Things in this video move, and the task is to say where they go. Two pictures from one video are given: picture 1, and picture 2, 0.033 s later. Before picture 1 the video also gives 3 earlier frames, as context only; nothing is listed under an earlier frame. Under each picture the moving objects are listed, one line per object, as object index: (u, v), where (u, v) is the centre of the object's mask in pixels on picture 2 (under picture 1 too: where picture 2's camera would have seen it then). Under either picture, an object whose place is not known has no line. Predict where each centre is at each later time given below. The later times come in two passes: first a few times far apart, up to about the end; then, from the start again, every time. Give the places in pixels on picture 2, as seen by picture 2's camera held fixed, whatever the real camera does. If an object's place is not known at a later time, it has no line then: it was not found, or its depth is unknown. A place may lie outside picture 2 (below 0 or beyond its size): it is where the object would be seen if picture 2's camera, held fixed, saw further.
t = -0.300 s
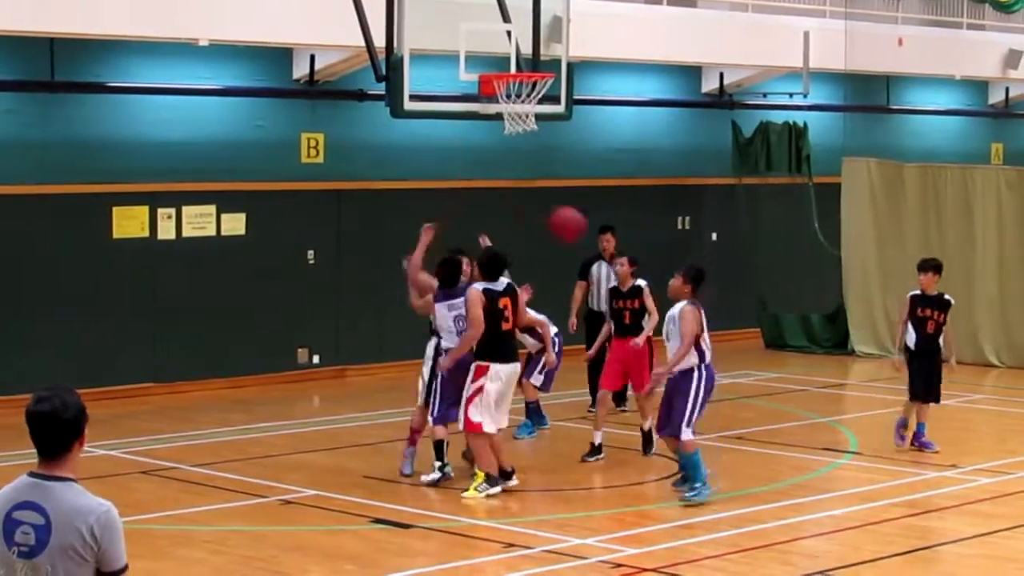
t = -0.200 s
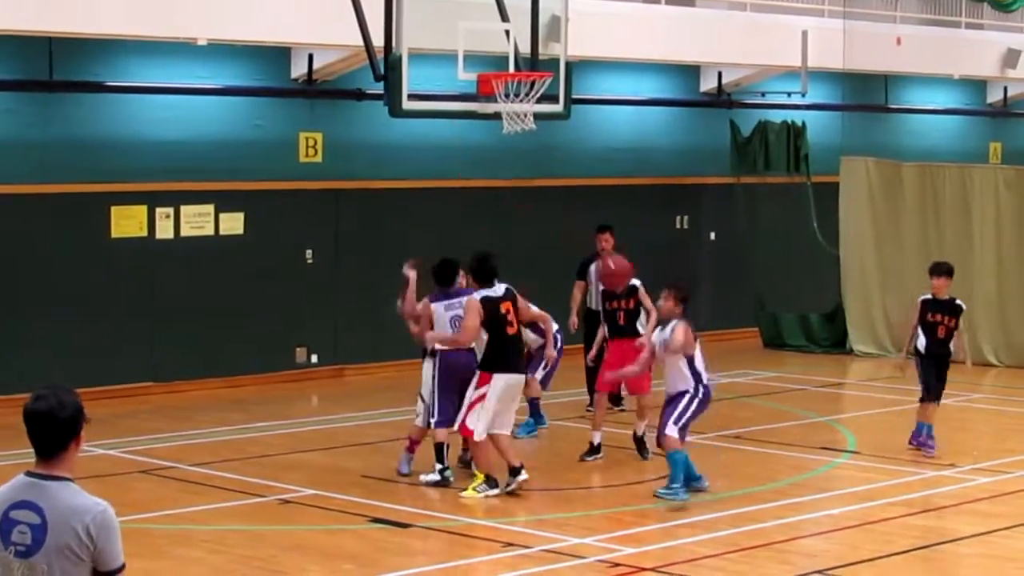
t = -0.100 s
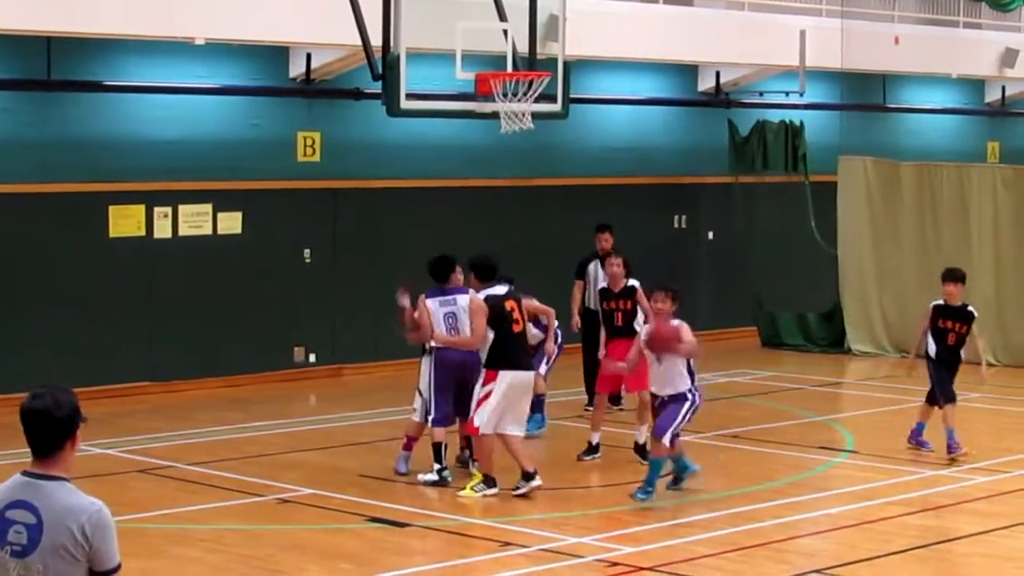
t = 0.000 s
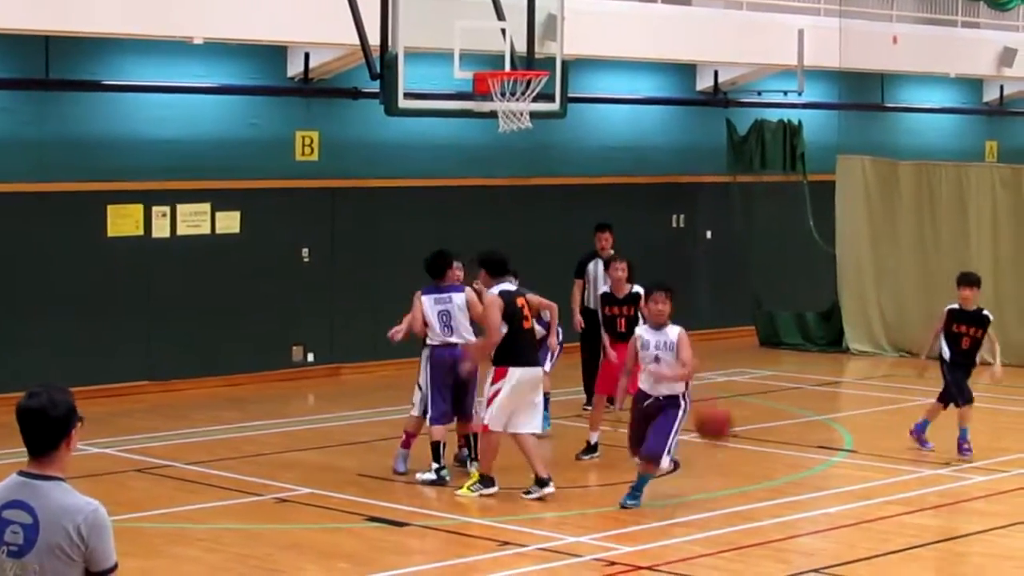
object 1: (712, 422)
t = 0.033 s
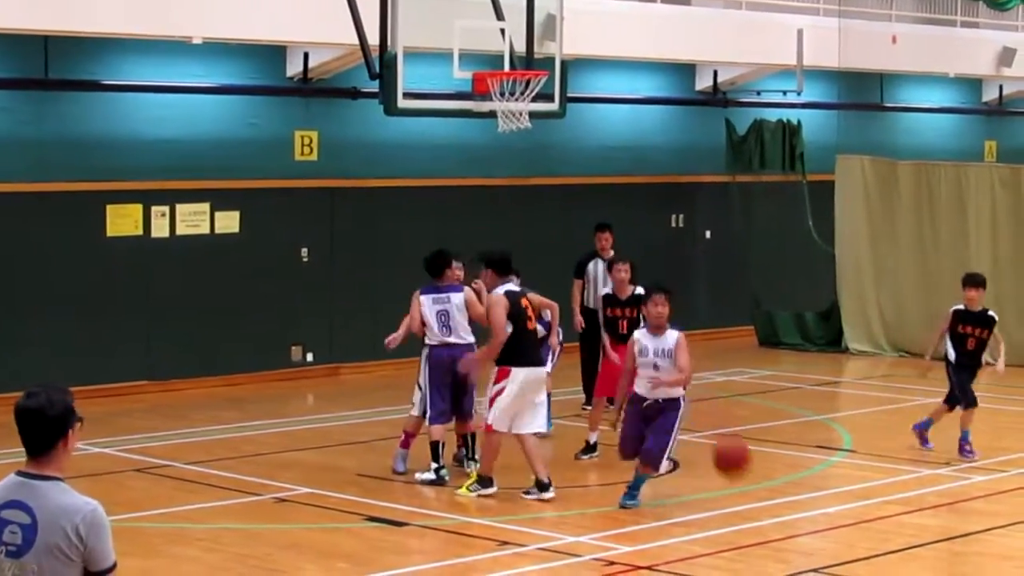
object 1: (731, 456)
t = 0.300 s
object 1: (848, 437)
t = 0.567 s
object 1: (957, 354)
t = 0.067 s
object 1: (749, 491)
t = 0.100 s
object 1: (768, 531)
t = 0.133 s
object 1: (784, 541)
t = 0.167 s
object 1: (797, 518)
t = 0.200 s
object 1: (810, 494)
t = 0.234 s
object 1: (822, 475)
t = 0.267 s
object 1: (835, 455)
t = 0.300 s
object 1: (848, 437)
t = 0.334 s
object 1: (861, 421)
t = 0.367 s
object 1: (874, 406)
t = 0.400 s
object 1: (887, 393)
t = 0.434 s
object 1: (901, 381)
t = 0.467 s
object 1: (914, 371)
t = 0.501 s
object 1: (929, 364)
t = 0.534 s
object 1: (943, 359)
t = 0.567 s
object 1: (957, 354)
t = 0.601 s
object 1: (974, 352)
